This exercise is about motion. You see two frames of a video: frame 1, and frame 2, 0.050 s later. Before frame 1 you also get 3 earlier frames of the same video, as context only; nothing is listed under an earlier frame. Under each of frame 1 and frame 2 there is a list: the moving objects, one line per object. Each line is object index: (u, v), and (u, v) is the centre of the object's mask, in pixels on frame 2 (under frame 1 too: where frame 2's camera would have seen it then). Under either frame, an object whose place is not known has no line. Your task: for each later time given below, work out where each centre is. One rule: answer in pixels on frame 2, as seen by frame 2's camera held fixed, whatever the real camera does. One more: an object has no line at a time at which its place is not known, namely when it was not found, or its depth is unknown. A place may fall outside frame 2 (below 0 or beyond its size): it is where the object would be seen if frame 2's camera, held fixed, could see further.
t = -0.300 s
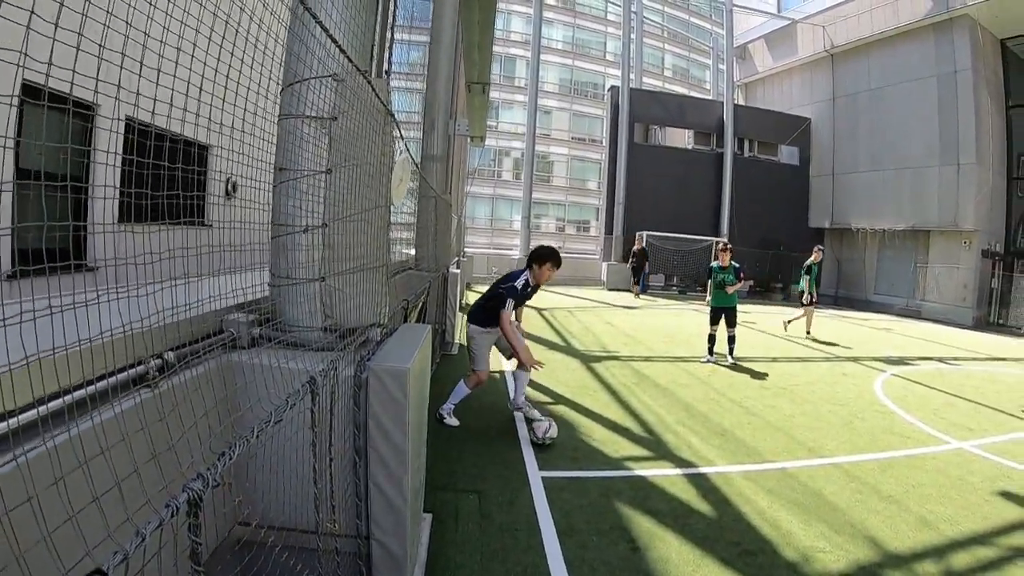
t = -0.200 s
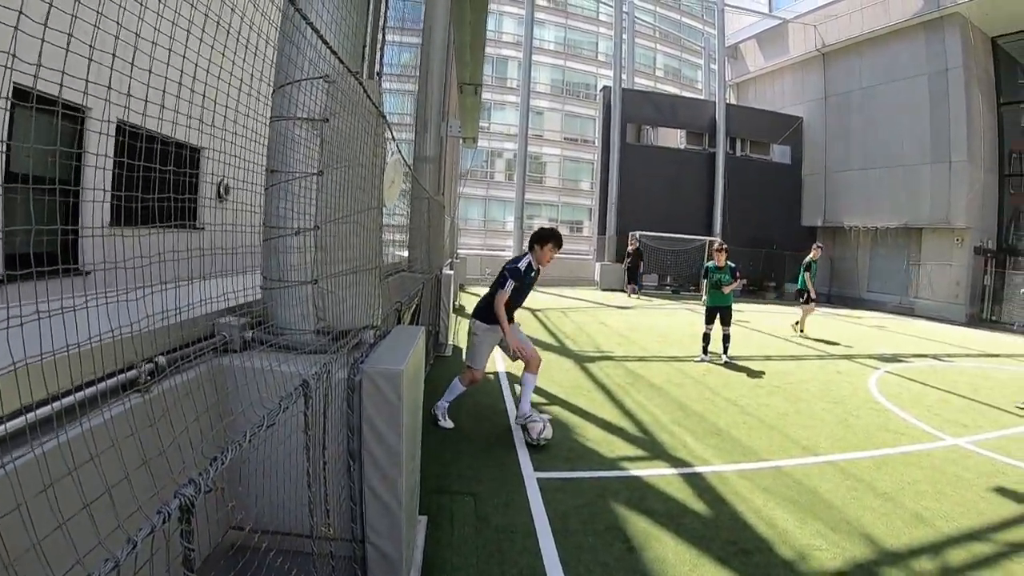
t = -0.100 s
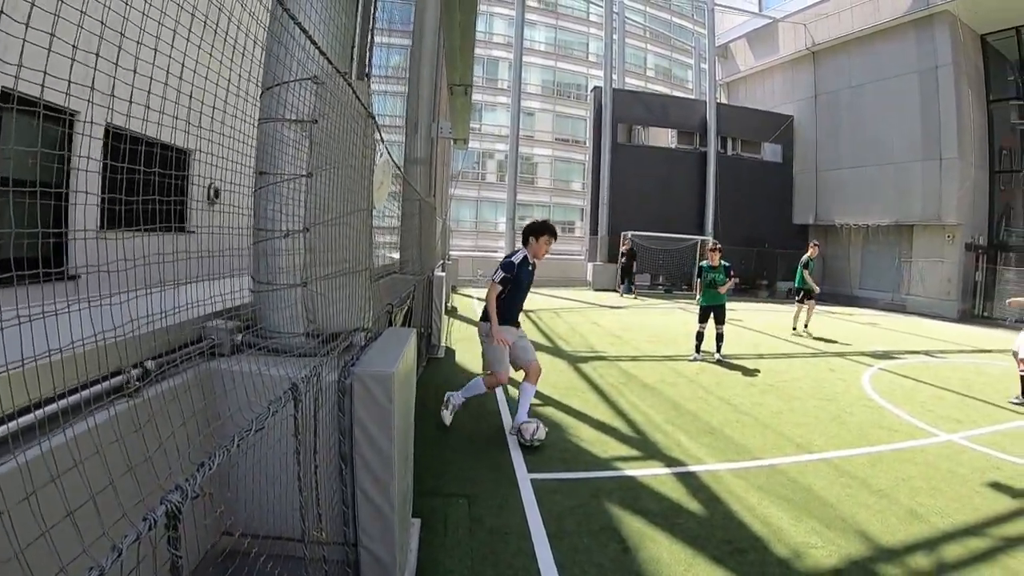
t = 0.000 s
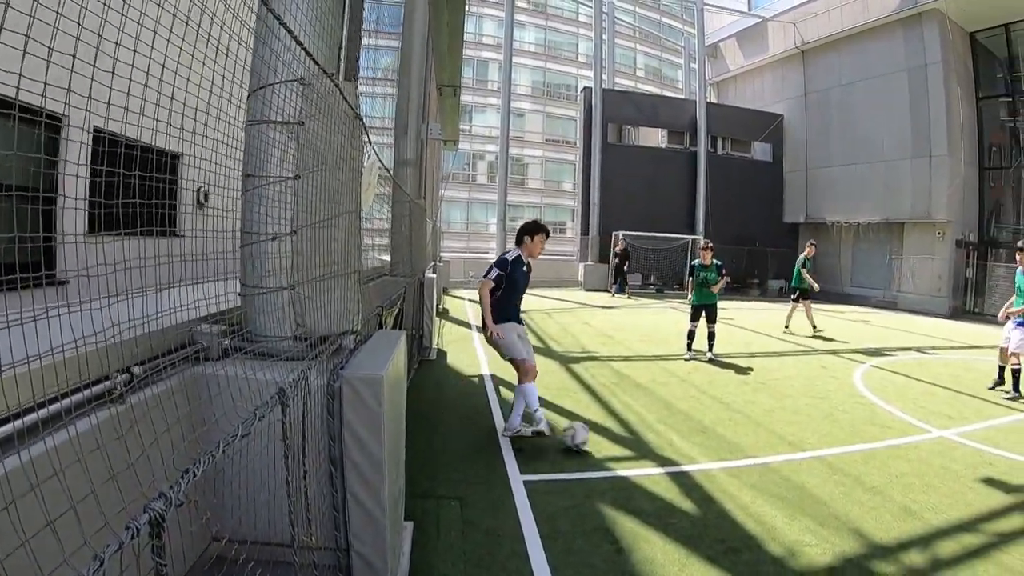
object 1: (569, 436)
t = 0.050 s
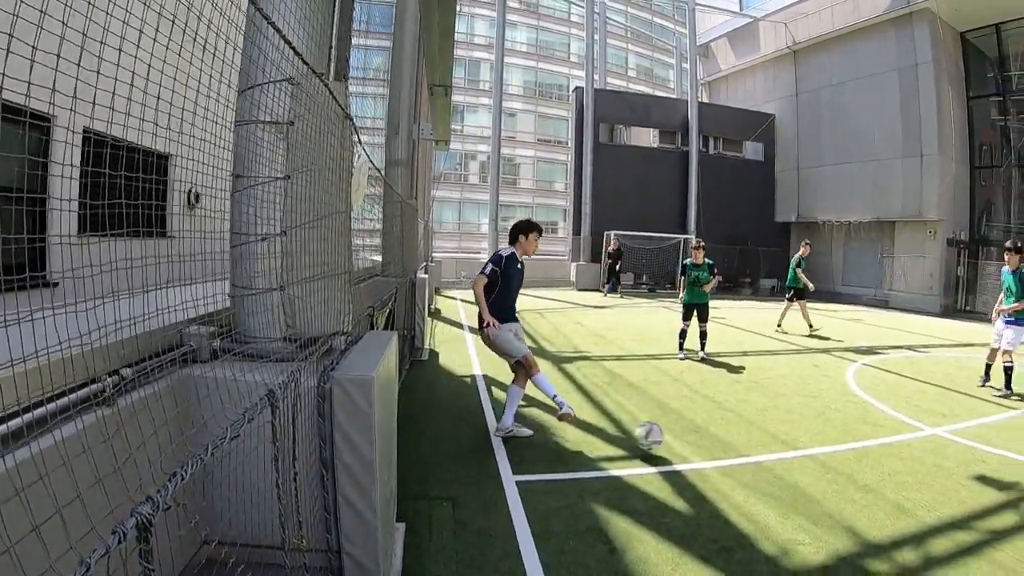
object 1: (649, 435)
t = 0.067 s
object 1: (677, 435)
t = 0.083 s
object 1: (703, 434)
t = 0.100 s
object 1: (730, 436)
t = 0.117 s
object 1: (755, 437)
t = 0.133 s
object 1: (782, 439)
